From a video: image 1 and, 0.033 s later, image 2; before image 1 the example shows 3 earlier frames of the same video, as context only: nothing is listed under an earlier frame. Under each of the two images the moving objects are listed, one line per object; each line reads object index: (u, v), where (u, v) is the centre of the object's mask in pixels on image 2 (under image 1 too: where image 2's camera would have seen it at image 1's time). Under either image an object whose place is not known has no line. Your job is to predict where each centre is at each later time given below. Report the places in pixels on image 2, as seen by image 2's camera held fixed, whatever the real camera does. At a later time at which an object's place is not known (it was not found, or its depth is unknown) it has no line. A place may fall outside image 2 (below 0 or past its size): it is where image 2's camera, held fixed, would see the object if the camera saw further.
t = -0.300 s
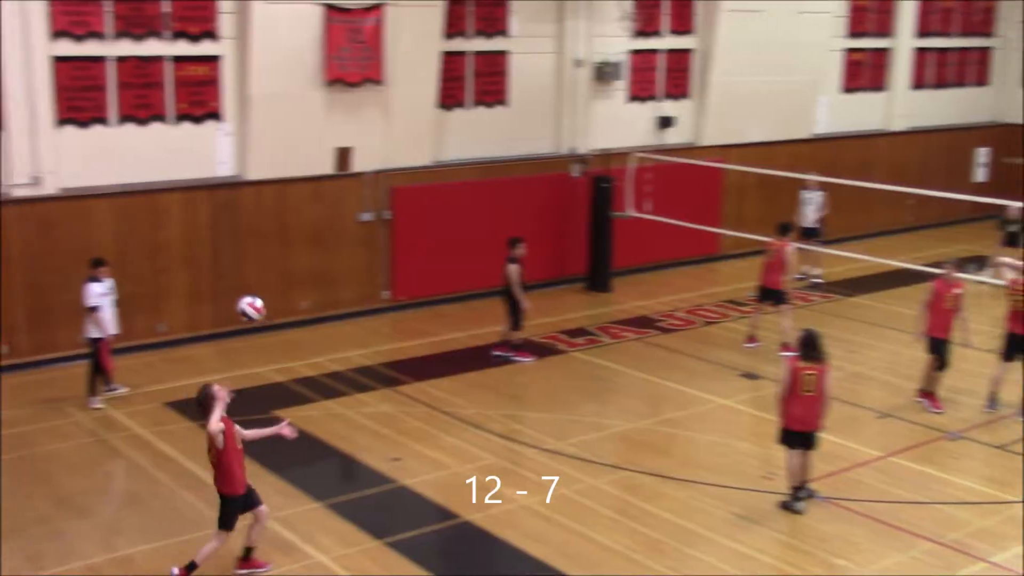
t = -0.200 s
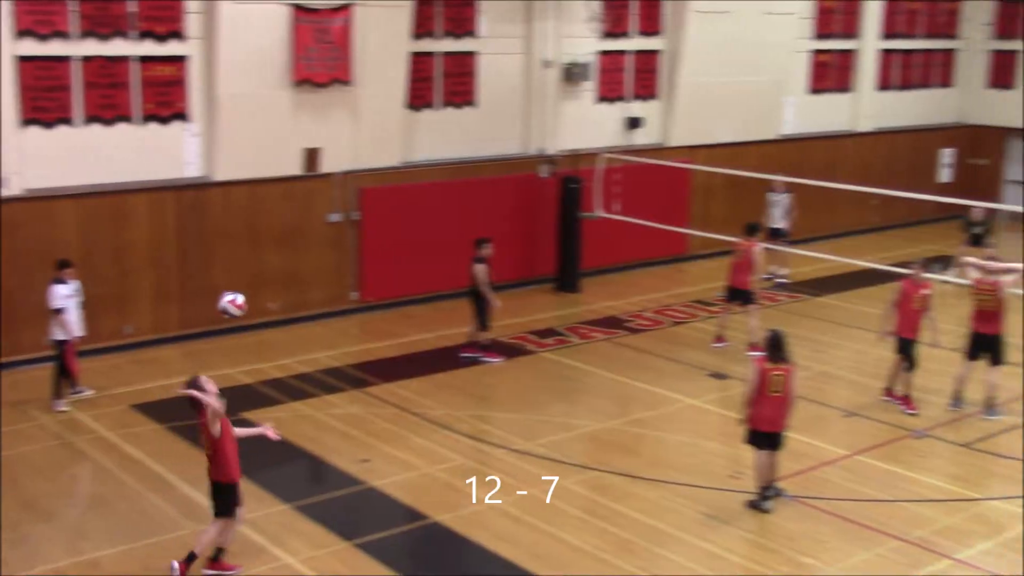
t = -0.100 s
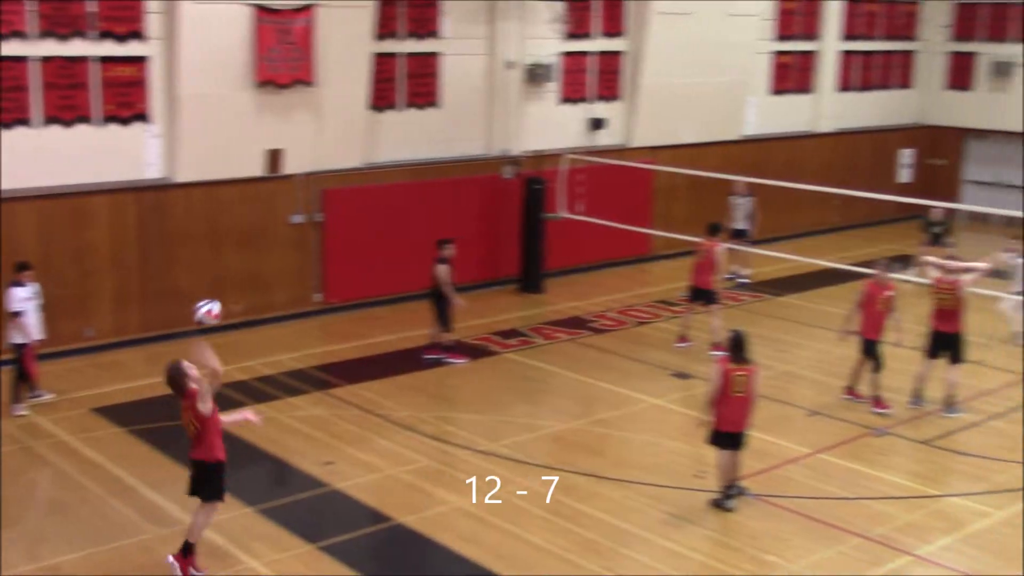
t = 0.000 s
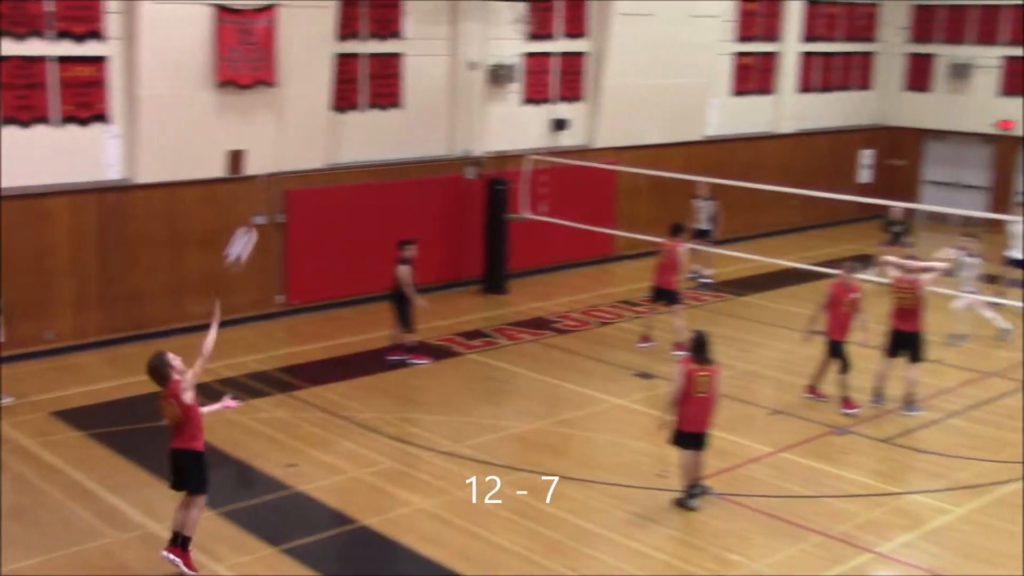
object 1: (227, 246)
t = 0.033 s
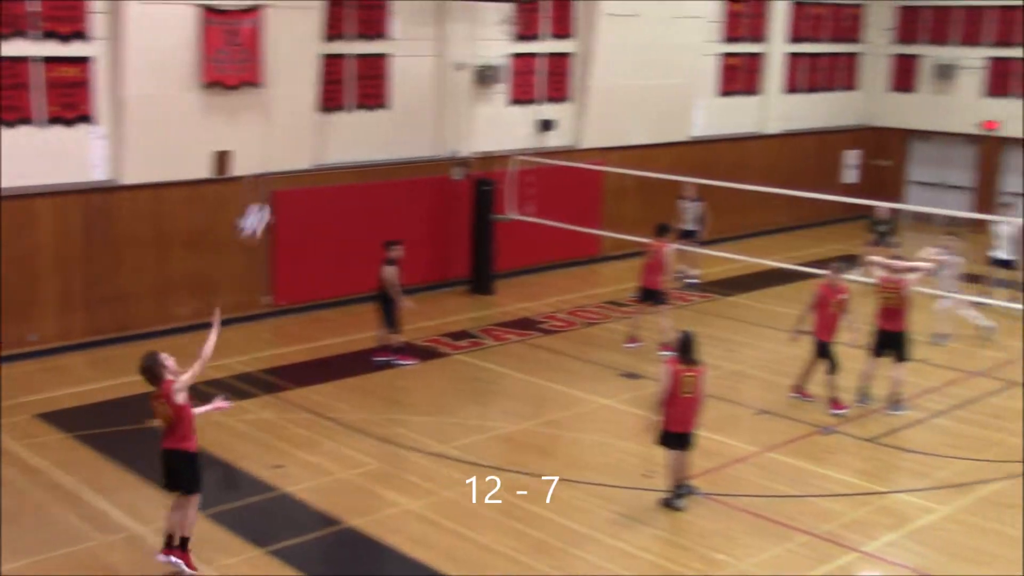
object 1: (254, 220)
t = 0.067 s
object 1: (281, 197)
